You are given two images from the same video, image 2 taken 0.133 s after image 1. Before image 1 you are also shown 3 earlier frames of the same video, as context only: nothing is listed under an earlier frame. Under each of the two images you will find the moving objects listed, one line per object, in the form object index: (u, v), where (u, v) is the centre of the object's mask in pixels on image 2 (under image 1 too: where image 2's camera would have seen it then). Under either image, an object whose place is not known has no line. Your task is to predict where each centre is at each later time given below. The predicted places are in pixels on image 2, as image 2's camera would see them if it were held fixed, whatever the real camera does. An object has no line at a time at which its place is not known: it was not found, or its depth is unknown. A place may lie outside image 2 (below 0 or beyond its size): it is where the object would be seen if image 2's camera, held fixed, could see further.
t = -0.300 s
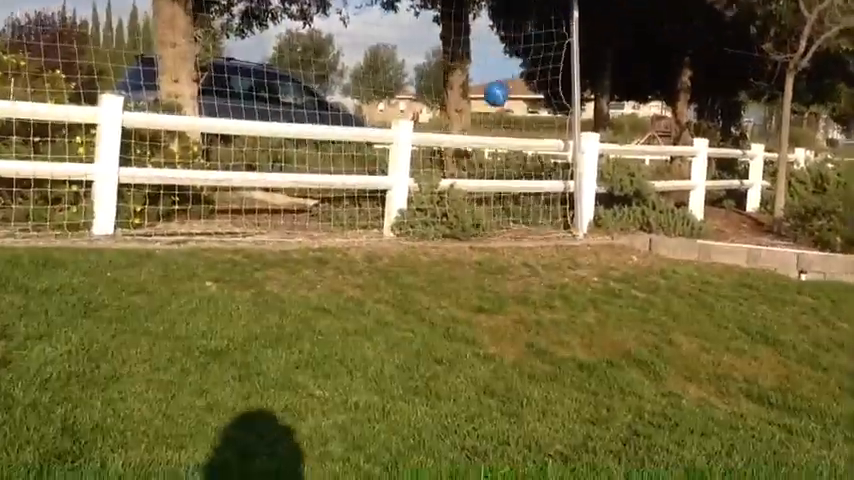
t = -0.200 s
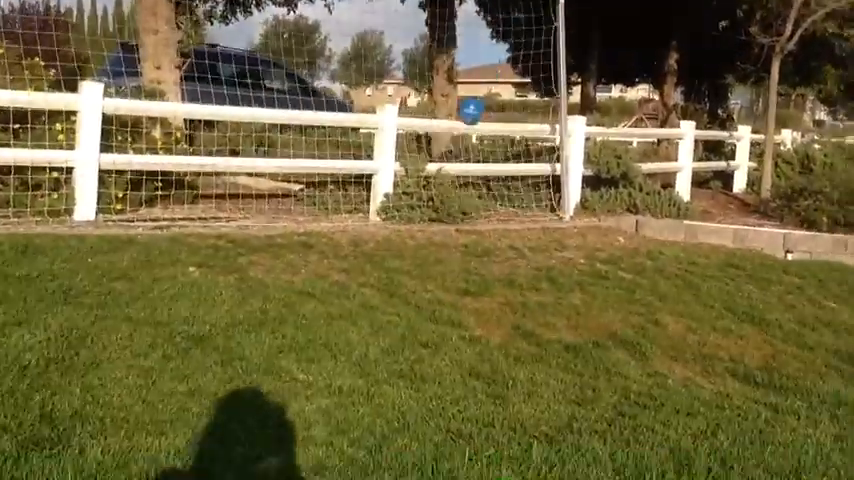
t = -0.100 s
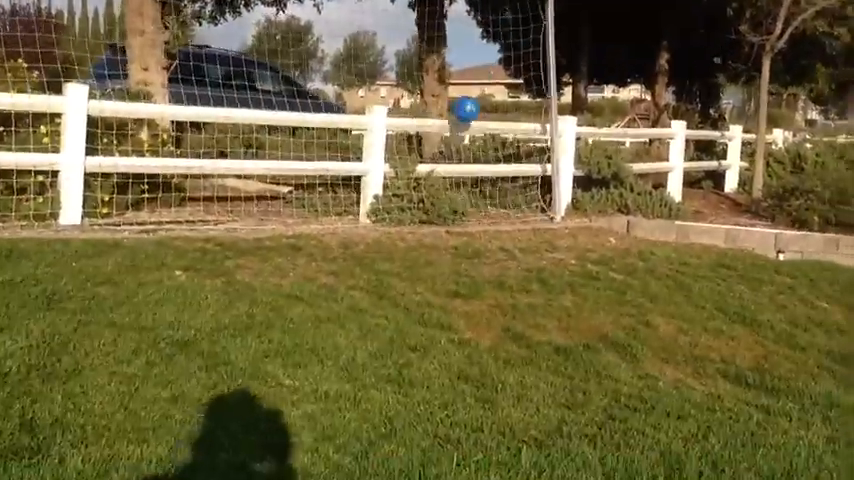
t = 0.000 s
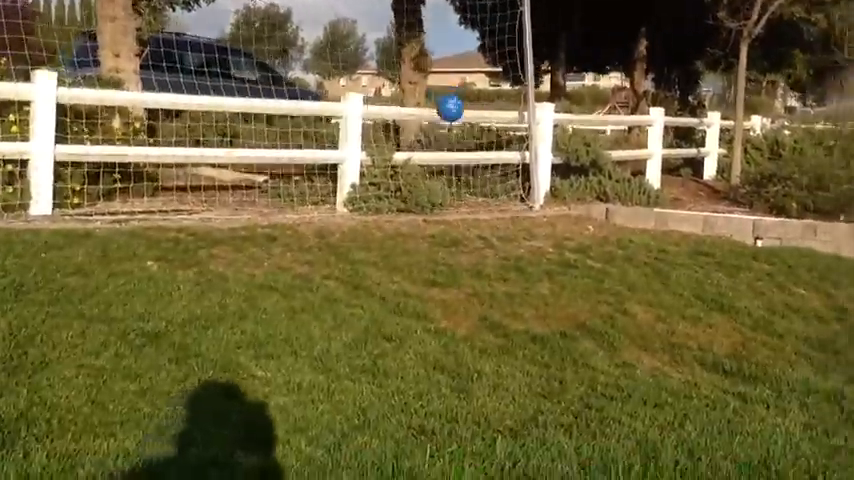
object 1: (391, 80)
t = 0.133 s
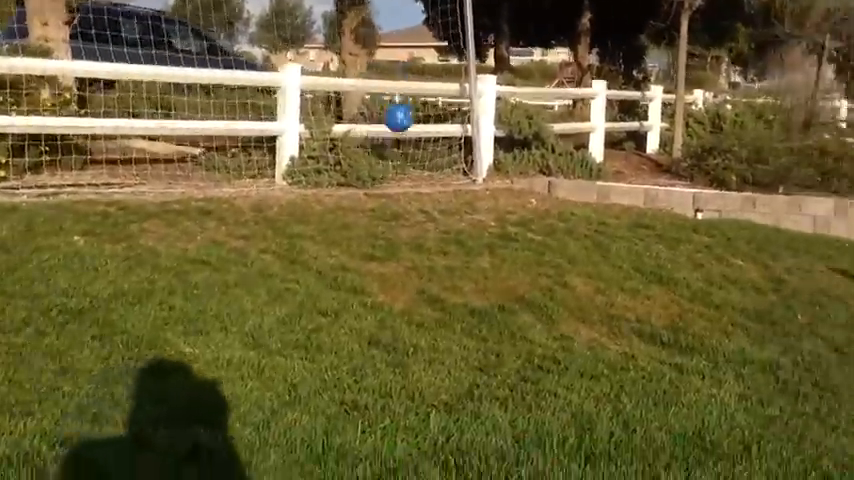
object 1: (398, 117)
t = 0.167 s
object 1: (400, 131)
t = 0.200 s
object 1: (404, 147)
